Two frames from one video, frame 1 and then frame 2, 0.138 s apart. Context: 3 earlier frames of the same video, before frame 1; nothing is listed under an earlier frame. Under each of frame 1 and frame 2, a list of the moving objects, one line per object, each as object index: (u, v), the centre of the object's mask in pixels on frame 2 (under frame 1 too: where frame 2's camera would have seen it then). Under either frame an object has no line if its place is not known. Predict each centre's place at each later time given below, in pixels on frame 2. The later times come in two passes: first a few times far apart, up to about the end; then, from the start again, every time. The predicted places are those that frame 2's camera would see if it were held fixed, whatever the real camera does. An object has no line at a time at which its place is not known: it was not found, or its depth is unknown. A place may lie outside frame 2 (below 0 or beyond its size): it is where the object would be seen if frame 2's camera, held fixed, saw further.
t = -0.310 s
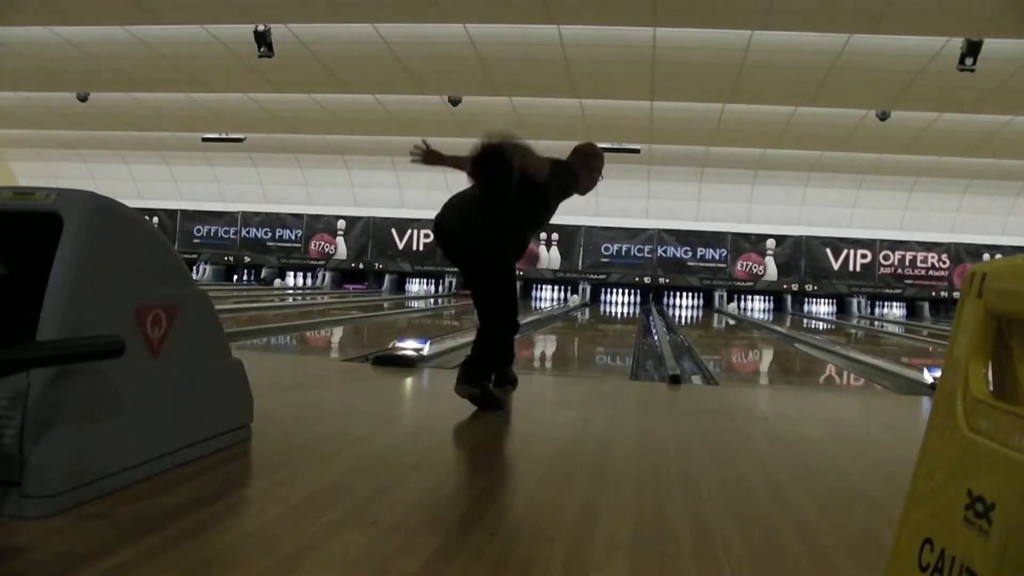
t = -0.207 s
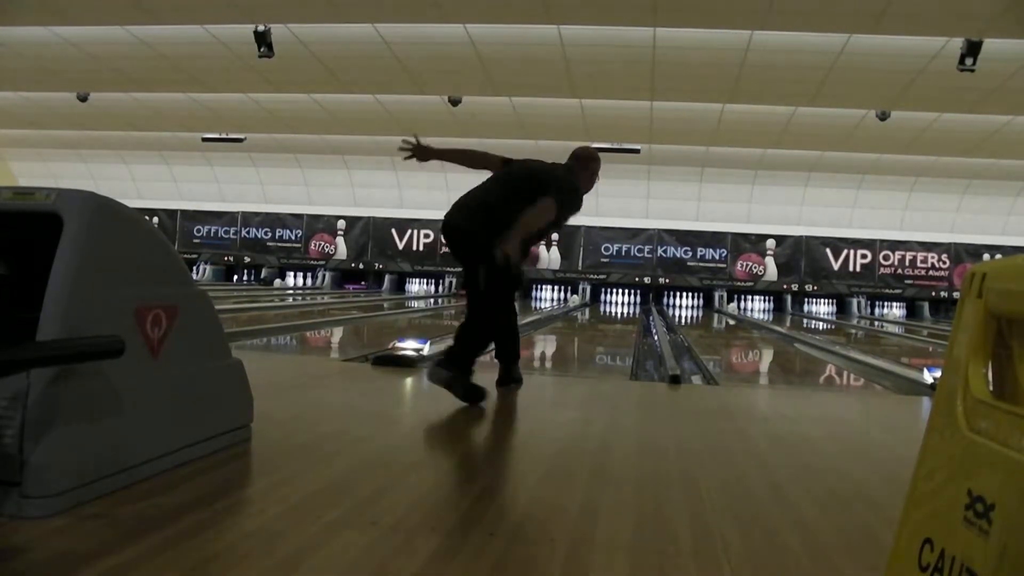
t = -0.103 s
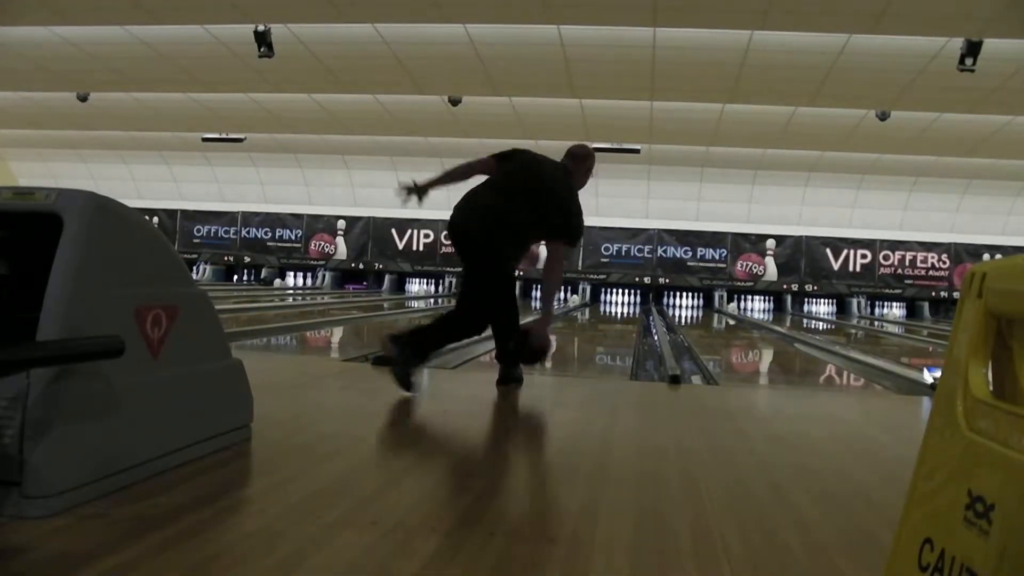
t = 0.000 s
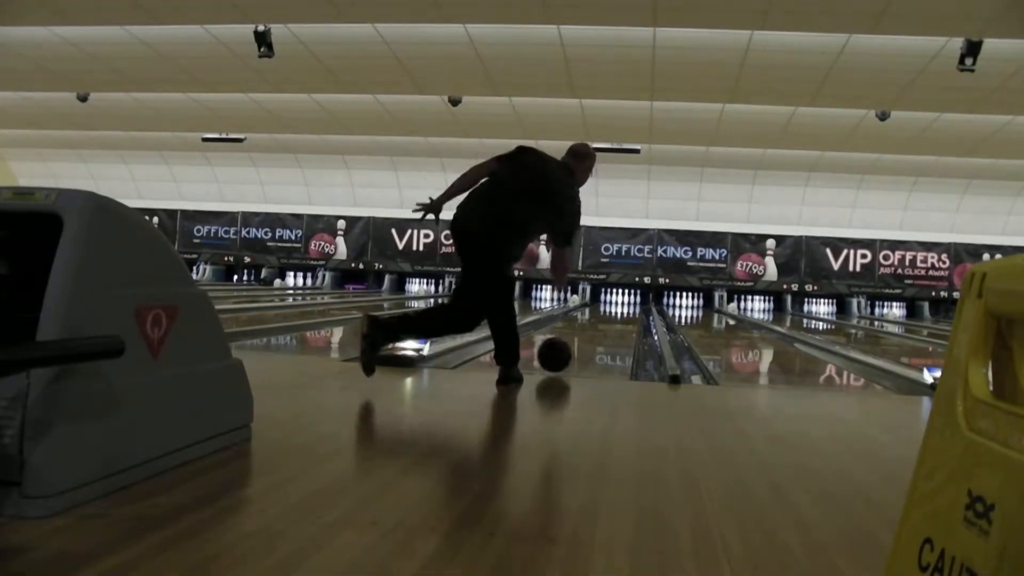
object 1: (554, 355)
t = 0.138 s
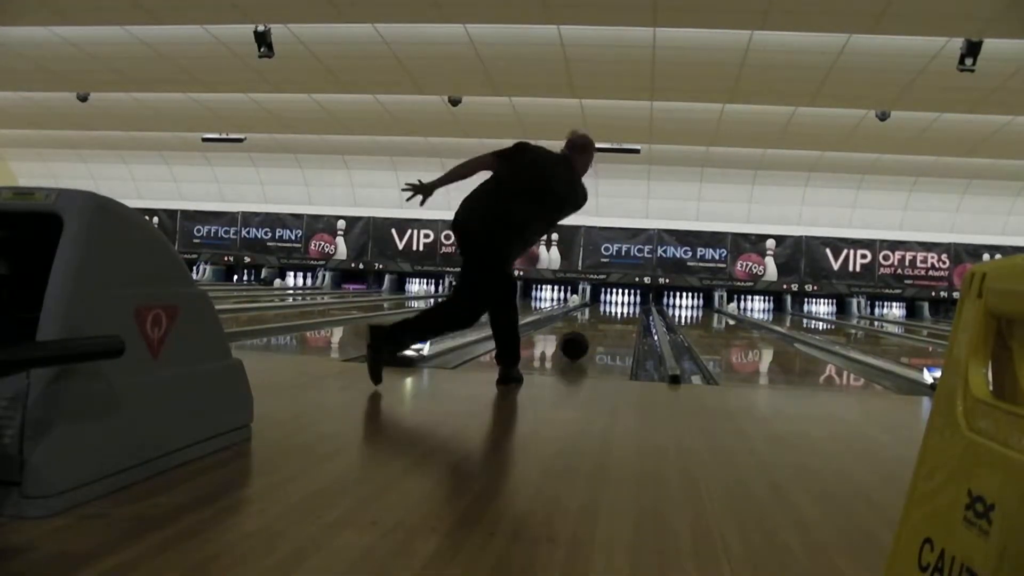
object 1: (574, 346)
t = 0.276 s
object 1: (588, 337)
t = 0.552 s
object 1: (609, 325)
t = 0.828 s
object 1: (620, 317)
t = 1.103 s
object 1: (627, 313)
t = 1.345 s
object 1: (630, 309)
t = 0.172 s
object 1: (578, 343)
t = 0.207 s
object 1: (582, 341)
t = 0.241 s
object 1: (585, 339)
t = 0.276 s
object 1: (588, 337)
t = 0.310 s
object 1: (591, 335)
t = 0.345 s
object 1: (594, 334)
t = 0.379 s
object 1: (596, 332)
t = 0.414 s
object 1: (601, 330)
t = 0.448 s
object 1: (603, 329)
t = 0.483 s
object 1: (605, 327)
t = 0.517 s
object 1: (607, 326)
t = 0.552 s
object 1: (609, 325)
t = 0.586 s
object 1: (610, 324)
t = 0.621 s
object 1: (612, 323)
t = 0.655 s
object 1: (614, 322)
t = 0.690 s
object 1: (615, 321)
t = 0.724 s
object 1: (616, 320)
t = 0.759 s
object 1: (618, 319)
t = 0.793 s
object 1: (619, 318)
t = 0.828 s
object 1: (620, 317)
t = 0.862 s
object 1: (621, 317)
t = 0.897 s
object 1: (622, 316)
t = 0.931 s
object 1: (623, 316)
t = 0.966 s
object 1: (624, 315)
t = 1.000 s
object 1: (625, 314)
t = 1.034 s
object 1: (626, 313)
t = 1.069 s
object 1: (626, 313)
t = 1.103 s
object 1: (627, 313)
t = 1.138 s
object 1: (628, 312)
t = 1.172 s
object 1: (628, 311)
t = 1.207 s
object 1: (628, 311)
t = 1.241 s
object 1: (629, 311)
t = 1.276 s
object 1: (629, 310)
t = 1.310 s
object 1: (630, 309)
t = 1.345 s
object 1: (630, 309)
